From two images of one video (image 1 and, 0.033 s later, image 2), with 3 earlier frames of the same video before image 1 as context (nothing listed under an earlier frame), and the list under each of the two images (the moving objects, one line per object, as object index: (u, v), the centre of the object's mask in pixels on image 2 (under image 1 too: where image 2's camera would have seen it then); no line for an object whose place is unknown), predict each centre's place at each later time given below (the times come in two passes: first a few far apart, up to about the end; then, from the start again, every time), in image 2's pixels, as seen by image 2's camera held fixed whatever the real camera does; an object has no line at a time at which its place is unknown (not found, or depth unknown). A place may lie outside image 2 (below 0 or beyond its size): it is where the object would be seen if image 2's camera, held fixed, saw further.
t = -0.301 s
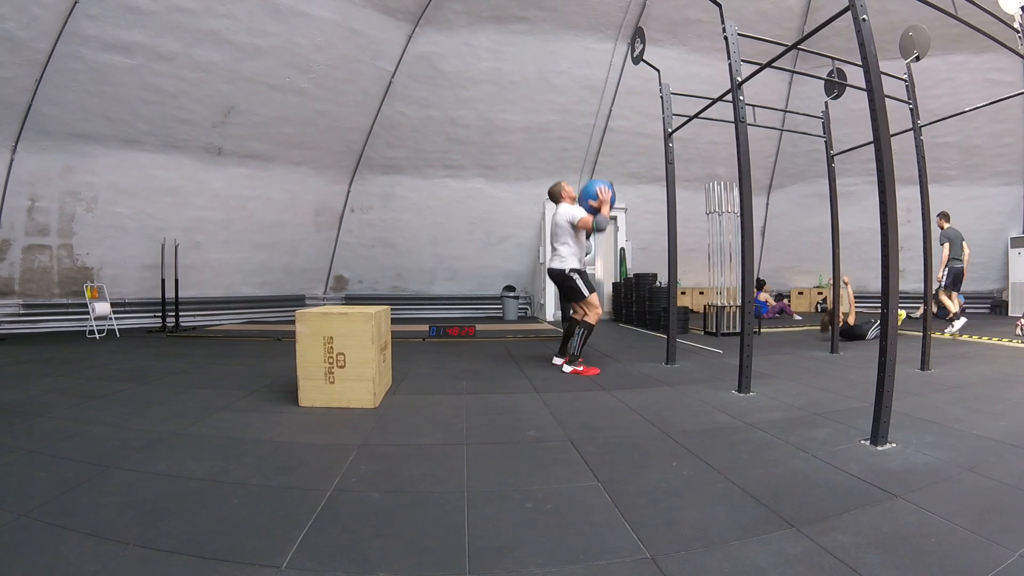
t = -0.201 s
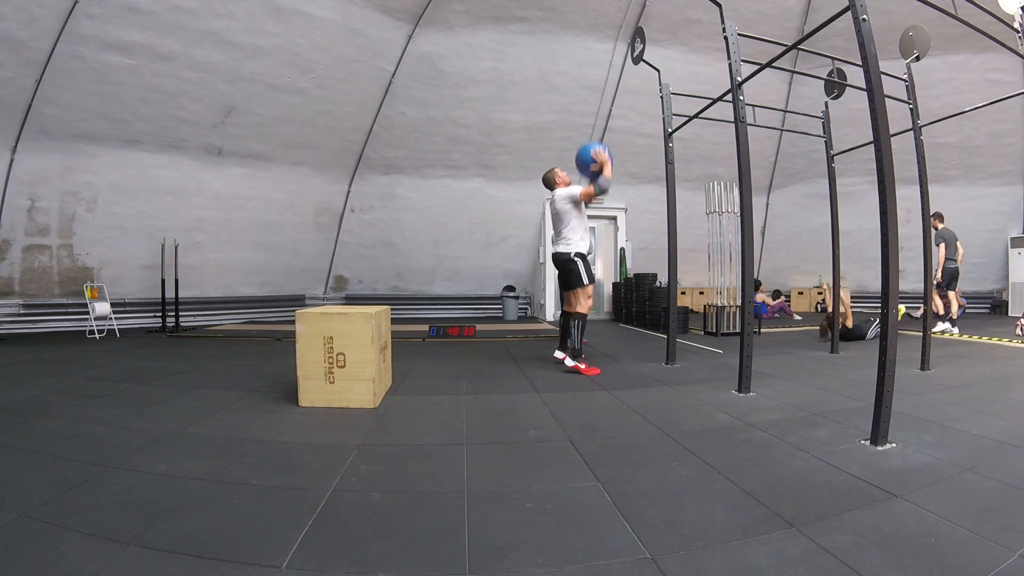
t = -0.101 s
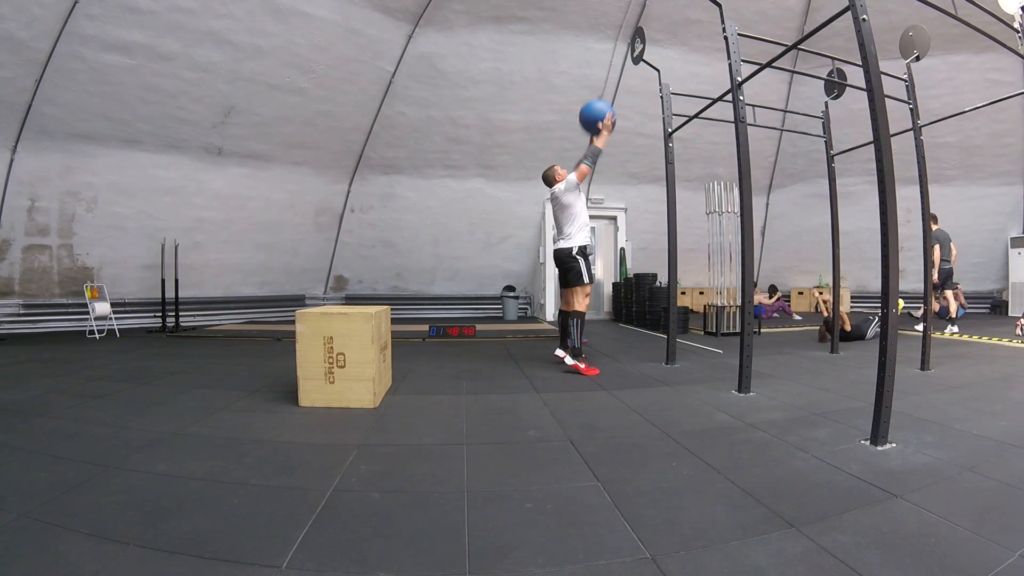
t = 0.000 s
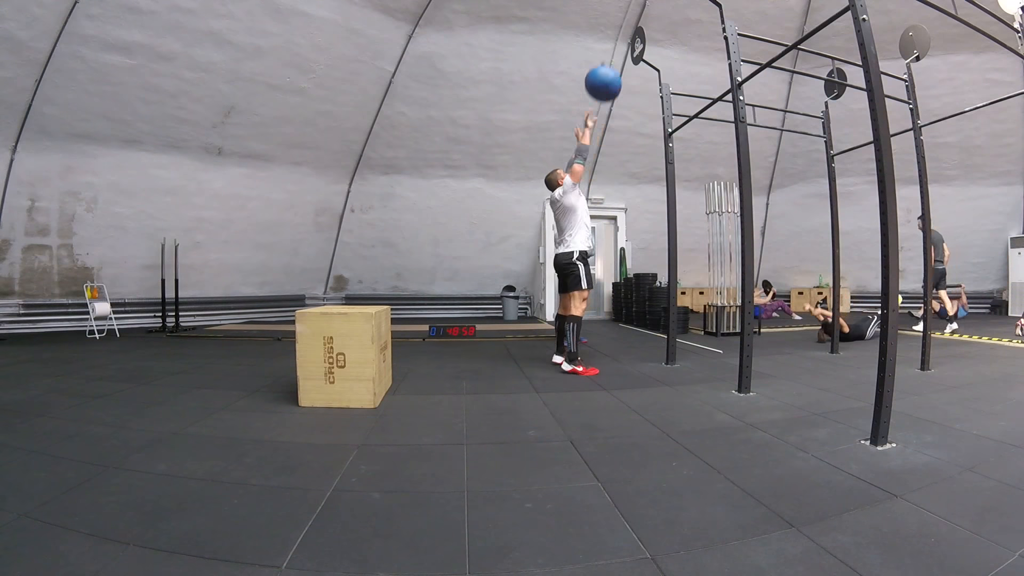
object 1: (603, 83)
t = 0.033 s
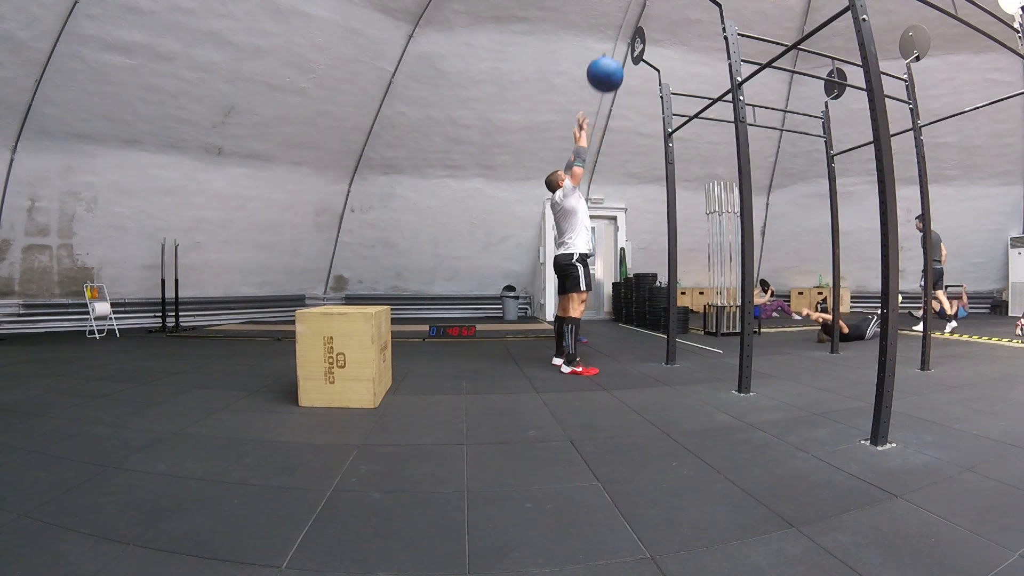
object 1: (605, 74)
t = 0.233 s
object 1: (617, 43)
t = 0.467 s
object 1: (617, 46)
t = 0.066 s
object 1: (607, 66)
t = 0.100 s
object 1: (609, 60)
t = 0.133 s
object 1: (611, 54)
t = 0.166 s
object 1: (613, 49)
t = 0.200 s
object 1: (615, 45)
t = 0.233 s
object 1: (617, 43)
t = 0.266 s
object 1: (619, 41)
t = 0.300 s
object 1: (621, 40)
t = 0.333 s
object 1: (621, 40)
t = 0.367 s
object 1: (621, 40)
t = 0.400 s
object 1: (620, 41)
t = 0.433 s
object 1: (619, 43)
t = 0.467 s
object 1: (617, 46)
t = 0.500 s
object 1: (616, 49)
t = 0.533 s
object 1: (615, 54)
